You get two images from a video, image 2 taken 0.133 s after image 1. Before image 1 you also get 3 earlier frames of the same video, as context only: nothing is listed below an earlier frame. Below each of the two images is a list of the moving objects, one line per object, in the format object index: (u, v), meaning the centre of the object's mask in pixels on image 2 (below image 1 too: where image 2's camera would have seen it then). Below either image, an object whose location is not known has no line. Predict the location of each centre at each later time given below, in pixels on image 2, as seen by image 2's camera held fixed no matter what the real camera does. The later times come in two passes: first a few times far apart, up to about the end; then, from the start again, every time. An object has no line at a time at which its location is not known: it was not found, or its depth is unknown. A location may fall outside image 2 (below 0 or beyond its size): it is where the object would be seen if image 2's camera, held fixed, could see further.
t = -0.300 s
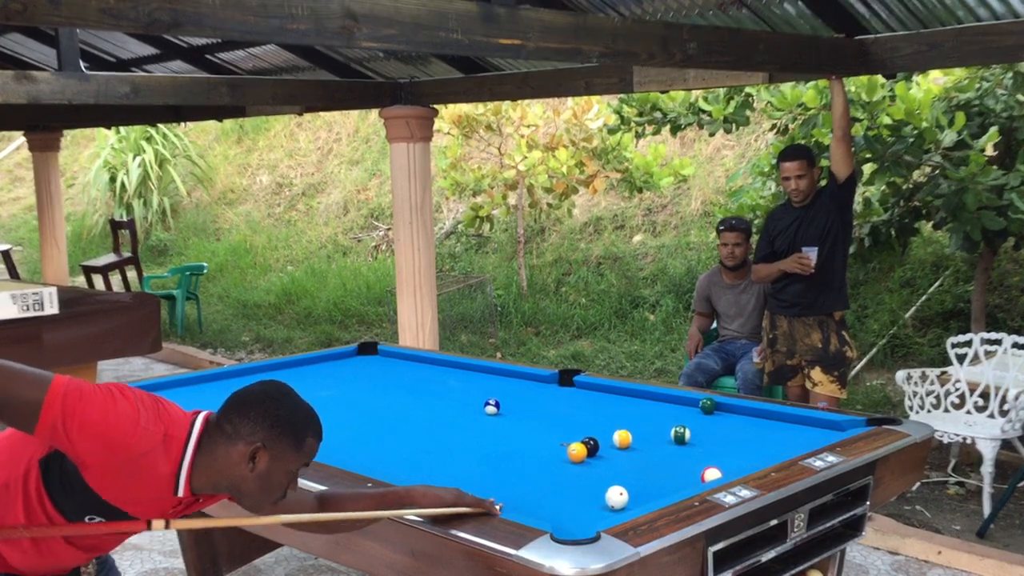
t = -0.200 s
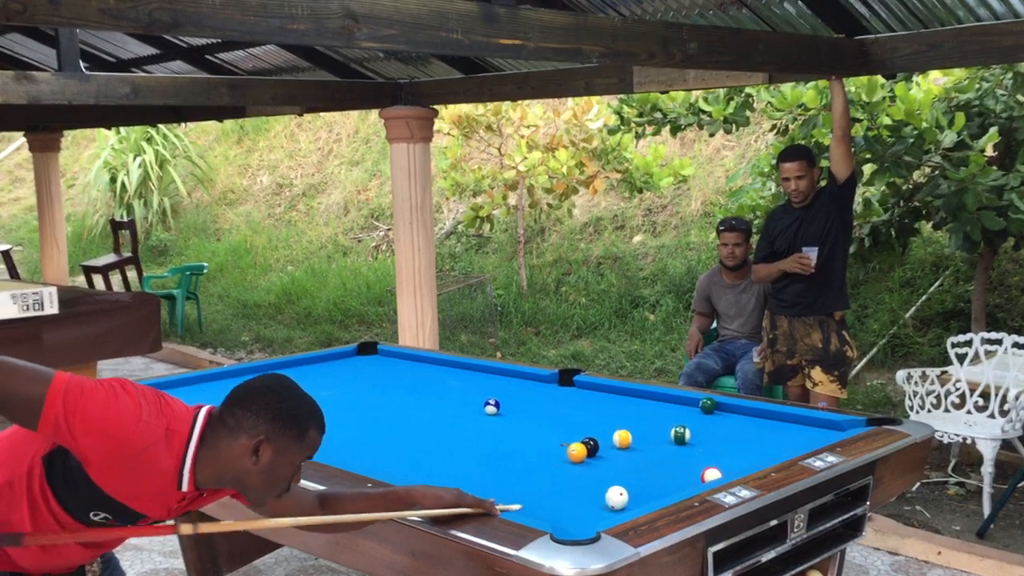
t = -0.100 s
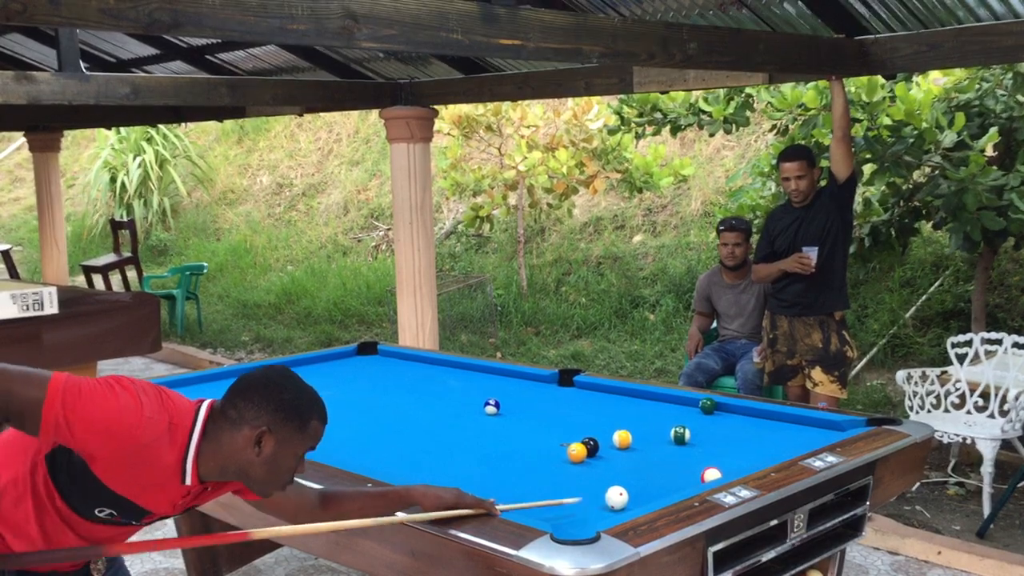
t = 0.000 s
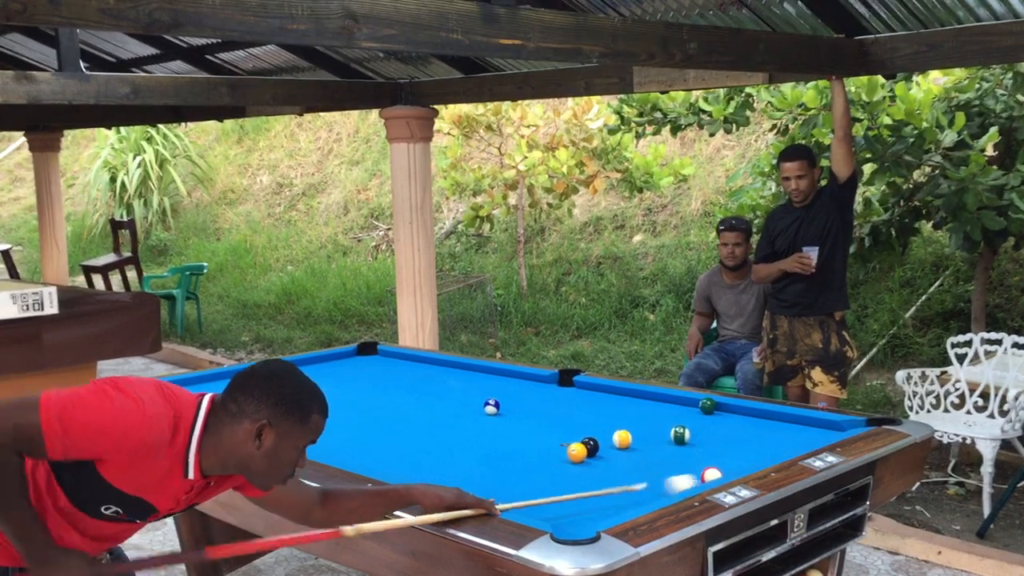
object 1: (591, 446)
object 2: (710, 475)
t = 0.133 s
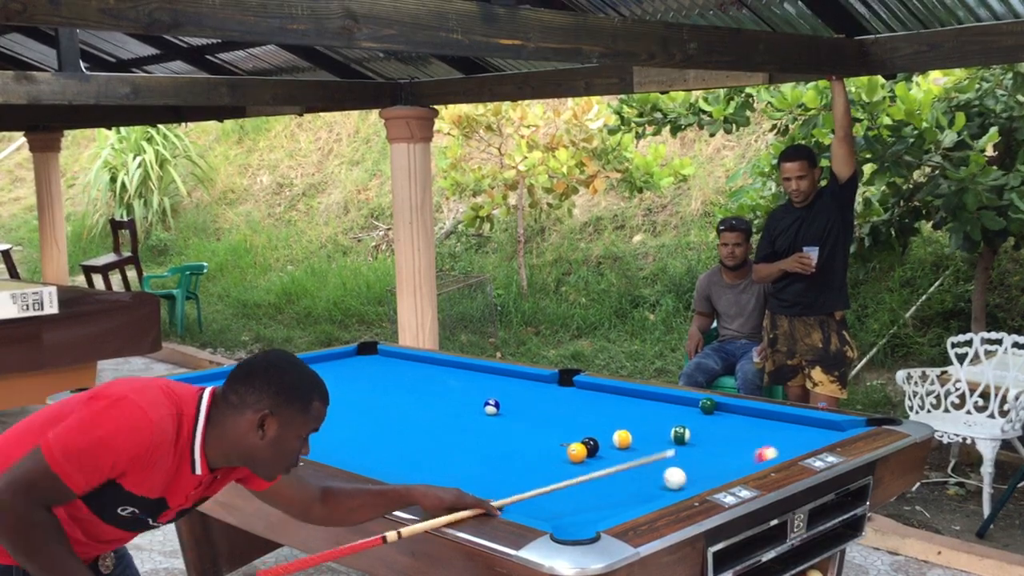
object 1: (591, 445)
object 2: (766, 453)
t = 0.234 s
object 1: (591, 446)
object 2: (801, 440)
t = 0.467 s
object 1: (590, 444)
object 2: (856, 424)
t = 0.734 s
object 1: (584, 442)
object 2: (845, 426)
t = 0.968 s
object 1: (561, 440)
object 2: (837, 429)
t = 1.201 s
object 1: (543, 436)
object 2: (826, 431)
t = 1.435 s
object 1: (526, 432)
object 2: (819, 432)
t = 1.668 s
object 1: (511, 429)
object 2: (812, 433)
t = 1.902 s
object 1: (498, 426)
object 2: (806, 434)
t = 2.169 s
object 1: (485, 423)
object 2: (801, 434)
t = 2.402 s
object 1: (475, 420)
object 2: (799, 434)
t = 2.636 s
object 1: (467, 418)
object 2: (798, 434)
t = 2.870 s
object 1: (460, 416)
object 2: (798, 434)
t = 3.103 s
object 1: (454, 414)
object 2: (798, 434)
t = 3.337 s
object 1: (449, 412)
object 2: (798, 434)
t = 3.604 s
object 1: (445, 411)
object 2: (798, 434)
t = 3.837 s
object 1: (442, 410)
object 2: (798, 434)
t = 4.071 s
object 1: (440, 410)
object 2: (798, 434)
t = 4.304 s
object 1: (440, 408)
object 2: (799, 434)
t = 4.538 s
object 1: (439, 409)
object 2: (798, 434)
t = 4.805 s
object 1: (439, 409)
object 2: (798, 434)
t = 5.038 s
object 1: (439, 409)
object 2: (798, 434)
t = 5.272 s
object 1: (439, 409)
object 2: (798, 434)
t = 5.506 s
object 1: (439, 409)
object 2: (798, 434)
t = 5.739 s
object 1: (440, 409)
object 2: (798, 434)
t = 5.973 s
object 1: (440, 409)
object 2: (798, 434)
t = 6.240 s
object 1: (440, 409)
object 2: (798, 434)
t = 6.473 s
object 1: (439, 409)
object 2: (798, 434)
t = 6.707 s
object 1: (440, 409)
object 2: (798, 434)
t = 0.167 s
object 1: (591, 446)
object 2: (778, 449)
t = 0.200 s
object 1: (591, 445)
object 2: (790, 444)
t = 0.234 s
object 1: (591, 446)
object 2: (801, 440)
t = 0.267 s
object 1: (590, 444)
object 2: (812, 436)
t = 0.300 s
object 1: (590, 443)
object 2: (822, 432)
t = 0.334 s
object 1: (589, 443)
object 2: (830, 429)
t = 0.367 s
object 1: (590, 444)
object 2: (839, 426)
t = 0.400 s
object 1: (590, 444)
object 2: (848, 424)
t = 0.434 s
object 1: (590, 444)
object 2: (854, 424)
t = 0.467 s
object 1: (590, 444)
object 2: (856, 424)
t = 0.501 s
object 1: (589, 442)
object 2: (853, 424)
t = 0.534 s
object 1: (590, 442)
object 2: (851, 423)
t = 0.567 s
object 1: (590, 443)
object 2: (850, 423)
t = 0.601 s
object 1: (591, 444)
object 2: (850, 424)
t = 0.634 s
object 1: (590, 445)
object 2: (849, 424)
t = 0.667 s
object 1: (590, 445)
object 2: (847, 425)
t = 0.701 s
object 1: (588, 444)
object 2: (847, 425)
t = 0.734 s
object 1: (584, 442)
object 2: (845, 426)
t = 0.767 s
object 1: (580, 440)
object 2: (844, 427)
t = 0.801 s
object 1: (576, 439)
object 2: (843, 427)
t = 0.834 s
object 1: (571, 439)
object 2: (842, 428)
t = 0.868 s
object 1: (568, 440)
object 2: (840, 428)
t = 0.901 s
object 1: (566, 440)
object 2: (839, 428)
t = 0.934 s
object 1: (564, 440)
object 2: (838, 429)
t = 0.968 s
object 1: (561, 440)
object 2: (837, 429)
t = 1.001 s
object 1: (559, 440)
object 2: (835, 429)
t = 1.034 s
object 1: (556, 439)
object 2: (834, 429)
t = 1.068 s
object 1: (553, 439)
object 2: (833, 430)
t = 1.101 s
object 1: (550, 438)
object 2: (831, 430)
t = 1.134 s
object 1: (548, 438)
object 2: (830, 430)
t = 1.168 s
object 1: (545, 437)
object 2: (828, 430)
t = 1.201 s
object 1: (543, 436)
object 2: (826, 431)
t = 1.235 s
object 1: (540, 436)
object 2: (826, 431)
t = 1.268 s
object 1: (537, 435)
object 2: (824, 431)
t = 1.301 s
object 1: (535, 434)
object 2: (823, 431)
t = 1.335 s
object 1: (533, 434)
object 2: (822, 431)
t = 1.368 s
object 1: (530, 433)
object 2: (821, 431)
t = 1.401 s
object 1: (528, 433)
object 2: (820, 432)
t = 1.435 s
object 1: (526, 432)
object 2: (819, 432)
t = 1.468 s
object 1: (524, 432)
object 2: (818, 432)
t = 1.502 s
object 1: (522, 431)
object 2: (816, 432)
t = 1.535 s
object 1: (519, 431)
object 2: (815, 432)
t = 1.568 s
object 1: (517, 430)
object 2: (814, 433)
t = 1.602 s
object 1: (515, 430)
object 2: (814, 433)
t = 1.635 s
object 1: (513, 429)
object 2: (813, 433)
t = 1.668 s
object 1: (511, 429)
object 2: (812, 433)
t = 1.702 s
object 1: (509, 429)
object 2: (810, 433)
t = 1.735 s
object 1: (507, 428)
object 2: (809, 434)
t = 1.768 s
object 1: (505, 428)
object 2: (809, 434)
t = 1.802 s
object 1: (504, 428)
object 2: (808, 434)
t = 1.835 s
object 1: (501, 427)
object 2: (807, 434)
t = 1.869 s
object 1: (500, 427)
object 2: (807, 434)
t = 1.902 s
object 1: (498, 426)
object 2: (806, 434)
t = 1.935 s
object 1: (496, 426)
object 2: (805, 434)
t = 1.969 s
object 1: (495, 425)
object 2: (805, 434)
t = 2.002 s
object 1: (493, 425)
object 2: (804, 434)
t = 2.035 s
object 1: (491, 425)
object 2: (804, 434)
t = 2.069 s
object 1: (490, 424)
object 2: (803, 434)
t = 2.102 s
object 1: (488, 424)
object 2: (802, 434)
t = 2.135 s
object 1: (487, 424)
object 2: (802, 435)
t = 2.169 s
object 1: (485, 423)
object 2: (801, 434)
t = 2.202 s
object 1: (484, 422)
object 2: (801, 434)
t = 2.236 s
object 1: (482, 422)
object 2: (800, 435)
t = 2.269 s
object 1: (481, 421)
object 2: (800, 434)
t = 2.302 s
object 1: (479, 421)
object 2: (799, 434)
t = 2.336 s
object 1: (477, 422)
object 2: (799, 435)
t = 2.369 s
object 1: (477, 421)
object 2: (799, 434)
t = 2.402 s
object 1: (475, 420)
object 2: (799, 434)
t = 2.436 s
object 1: (474, 420)
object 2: (798, 434)
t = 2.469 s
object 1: (473, 420)
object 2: (798, 434)
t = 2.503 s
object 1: (472, 419)
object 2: (798, 434)
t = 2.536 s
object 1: (470, 419)
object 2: (798, 434)
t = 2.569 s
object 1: (469, 419)
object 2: (798, 434)
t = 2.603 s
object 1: (468, 418)
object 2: (798, 434)
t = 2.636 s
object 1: (467, 418)
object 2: (798, 434)
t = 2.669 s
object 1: (465, 418)
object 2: (798, 434)
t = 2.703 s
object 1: (464, 418)
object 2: (798, 434)
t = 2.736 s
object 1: (464, 417)
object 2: (798, 434)
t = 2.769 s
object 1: (463, 417)
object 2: (798, 434)
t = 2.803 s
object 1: (462, 416)
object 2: (799, 434)
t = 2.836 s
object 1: (461, 416)
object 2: (799, 434)
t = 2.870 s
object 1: (460, 416)
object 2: (798, 434)
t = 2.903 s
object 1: (459, 415)
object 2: (799, 434)
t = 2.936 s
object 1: (458, 415)
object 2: (799, 434)
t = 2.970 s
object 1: (457, 415)
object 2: (799, 434)
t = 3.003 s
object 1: (456, 412)
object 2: (798, 434)
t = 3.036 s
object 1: (455, 415)
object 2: (798, 434)
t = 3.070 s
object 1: (454, 414)
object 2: (798, 434)
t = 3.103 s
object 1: (454, 414)
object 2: (798, 434)
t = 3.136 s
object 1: (453, 414)
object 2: (798, 434)
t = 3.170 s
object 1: (452, 414)
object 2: (798, 434)
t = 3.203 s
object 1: (451, 414)
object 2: (798, 434)
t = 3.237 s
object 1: (451, 413)
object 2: (798, 434)
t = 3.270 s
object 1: (450, 413)
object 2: (798, 434)
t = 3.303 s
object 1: (450, 413)
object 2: (798, 434)
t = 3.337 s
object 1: (449, 412)
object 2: (798, 434)
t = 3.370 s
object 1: (449, 412)
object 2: (799, 434)
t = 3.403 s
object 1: (448, 412)
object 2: (799, 434)
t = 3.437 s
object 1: (447, 412)
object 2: (798, 434)
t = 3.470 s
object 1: (447, 412)
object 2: (798, 434)
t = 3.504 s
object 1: (446, 412)
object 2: (798, 434)
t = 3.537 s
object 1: (446, 412)
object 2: (798, 434)
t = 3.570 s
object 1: (445, 412)
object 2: (798, 434)
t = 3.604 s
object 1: (445, 411)
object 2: (798, 434)
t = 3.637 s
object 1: (444, 411)
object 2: (798, 434)
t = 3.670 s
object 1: (444, 411)
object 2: (798, 434)
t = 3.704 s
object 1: (443, 411)
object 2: (798, 434)
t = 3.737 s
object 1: (443, 411)
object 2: (798, 434)
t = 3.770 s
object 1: (443, 411)
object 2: (798, 434)
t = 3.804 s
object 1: (442, 410)
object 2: (798, 434)
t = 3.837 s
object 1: (442, 410)
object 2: (798, 434)
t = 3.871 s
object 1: (442, 410)
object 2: (798, 434)
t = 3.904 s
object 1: (442, 410)
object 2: (798, 434)
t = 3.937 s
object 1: (441, 410)
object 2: (798, 434)
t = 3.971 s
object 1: (441, 410)
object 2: (798, 434)
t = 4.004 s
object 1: (441, 410)
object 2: (798, 434)
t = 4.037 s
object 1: (441, 410)
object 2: (798, 434)
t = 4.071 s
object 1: (440, 410)
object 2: (798, 434)
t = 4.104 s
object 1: (440, 410)
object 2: (798, 434)
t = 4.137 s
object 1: (440, 409)
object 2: (798, 434)
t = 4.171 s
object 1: (440, 409)
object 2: (798, 434)
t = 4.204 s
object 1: (440, 409)
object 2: (799, 433)
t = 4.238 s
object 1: (440, 409)
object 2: (799, 434)
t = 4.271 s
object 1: (440, 408)
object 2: (799, 433)
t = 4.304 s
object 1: (440, 408)
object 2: (799, 434)
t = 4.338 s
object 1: (440, 409)
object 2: (798, 434)
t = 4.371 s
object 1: (440, 409)
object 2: (798, 434)
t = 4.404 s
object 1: (440, 409)
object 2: (798, 434)
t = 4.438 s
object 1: (439, 409)
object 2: (798, 434)
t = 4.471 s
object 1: (439, 409)
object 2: (798, 434)
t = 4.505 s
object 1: (439, 409)
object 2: (798, 434)
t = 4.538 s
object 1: (439, 409)
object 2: (798, 434)
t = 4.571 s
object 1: (439, 409)
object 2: (798, 434)
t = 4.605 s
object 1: (439, 409)
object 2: (798, 434)
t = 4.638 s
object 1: (439, 409)
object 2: (798, 434)
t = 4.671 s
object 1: (439, 409)
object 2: (798, 434)
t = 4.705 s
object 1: (439, 409)
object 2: (798, 434)
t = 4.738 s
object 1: (439, 409)
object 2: (798, 434)
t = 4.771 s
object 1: (439, 409)
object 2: (798, 434)
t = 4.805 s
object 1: (439, 409)
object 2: (798, 434)
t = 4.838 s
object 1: (439, 410)
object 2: (798, 434)
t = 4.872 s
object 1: (439, 410)
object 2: (798, 434)
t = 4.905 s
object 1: (439, 410)
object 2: (798, 434)
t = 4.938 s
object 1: (439, 409)
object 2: (798, 434)
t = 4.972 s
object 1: (439, 409)
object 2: (798, 434)
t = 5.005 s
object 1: (439, 409)
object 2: (798, 434)
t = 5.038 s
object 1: (439, 409)
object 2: (798, 434)
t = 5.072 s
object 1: (440, 409)
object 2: (798, 434)
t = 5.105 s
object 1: (440, 409)
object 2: (798, 434)
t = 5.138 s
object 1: (440, 409)
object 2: (798, 434)
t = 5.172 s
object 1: (440, 409)
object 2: (798, 434)
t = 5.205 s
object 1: (440, 409)
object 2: (798, 434)
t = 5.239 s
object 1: (440, 409)
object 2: (798, 434)
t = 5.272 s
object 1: (439, 409)
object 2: (798, 434)
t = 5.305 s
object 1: (439, 409)
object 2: (798, 434)
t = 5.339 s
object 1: (439, 409)
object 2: (798, 434)
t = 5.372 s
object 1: (439, 409)
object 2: (798, 434)
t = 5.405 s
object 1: (439, 409)
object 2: (798, 434)
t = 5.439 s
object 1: (439, 409)
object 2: (798, 434)
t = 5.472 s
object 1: (439, 409)
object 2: (798, 434)
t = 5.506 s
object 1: (439, 409)
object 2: (798, 434)
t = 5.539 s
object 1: (440, 409)
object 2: (798, 434)
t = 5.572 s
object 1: (440, 409)
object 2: (798, 434)
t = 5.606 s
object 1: (440, 409)
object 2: (798, 434)
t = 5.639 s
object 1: (440, 409)
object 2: (798, 434)
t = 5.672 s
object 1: (440, 409)
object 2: (798, 434)
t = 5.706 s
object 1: (440, 409)
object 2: (798, 434)
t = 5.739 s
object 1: (440, 409)
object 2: (798, 434)
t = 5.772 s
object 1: (440, 409)
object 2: (798, 434)
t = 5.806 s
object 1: (440, 409)
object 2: (798, 434)
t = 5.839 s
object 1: (440, 409)
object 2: (798, 434)
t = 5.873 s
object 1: (440, 409)
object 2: (798, 434)
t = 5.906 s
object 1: (440, 409)
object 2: (798, 434)
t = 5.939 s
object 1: (440, 409)
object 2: (798, 434)
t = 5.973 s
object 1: (440, 409)
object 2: (798, 434)
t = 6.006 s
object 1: (439, 409)
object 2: (798, 434)
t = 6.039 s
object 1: (440, 409)
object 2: (798, 434)
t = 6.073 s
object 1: (439, 409)
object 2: (798, 434)
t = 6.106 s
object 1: (440, 409)
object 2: (798, 434)
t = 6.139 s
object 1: (439, 409)
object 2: (798, 434)
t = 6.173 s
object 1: (440, 409)
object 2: (798, 434)
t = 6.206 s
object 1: (439, 409)
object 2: (798, 434)
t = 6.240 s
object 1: (440, 409)
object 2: (798, 434)
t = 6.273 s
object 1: (440, 409)
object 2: (798, 434)
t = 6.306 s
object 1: (440, 409)
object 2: (798, 434)
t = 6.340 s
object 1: (440, 409)
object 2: (798, 434)
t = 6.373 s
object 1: (440, 409)
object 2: (798, 434)
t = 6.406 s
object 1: (440, 409)
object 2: (798, 434)
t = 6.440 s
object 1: (440, 410)
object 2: (798, 434)
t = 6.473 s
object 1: (439, 409)
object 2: (798, 434)
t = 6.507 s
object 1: (439, 409)
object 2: (798, 434)
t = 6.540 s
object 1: (439, 410)
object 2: (798, 434)
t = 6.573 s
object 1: (439, 410)
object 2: (798, 434)
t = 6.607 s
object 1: (439, 410)
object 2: (798, 434)
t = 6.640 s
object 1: (439, 409)
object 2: (798, 434)
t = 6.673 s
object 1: (440, 409)
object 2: (798, 434)
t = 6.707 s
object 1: (440, 409)
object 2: (798, 434)
